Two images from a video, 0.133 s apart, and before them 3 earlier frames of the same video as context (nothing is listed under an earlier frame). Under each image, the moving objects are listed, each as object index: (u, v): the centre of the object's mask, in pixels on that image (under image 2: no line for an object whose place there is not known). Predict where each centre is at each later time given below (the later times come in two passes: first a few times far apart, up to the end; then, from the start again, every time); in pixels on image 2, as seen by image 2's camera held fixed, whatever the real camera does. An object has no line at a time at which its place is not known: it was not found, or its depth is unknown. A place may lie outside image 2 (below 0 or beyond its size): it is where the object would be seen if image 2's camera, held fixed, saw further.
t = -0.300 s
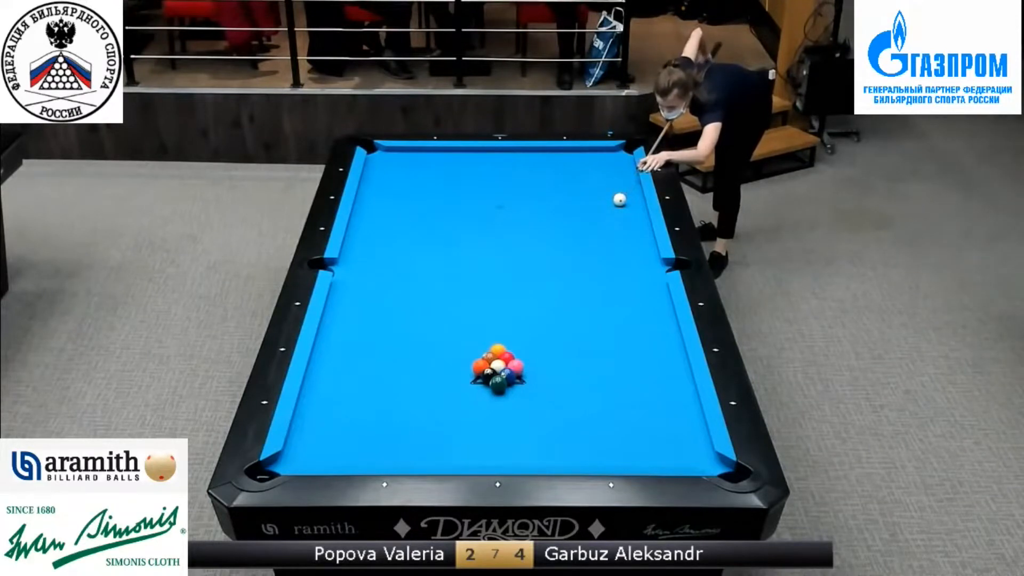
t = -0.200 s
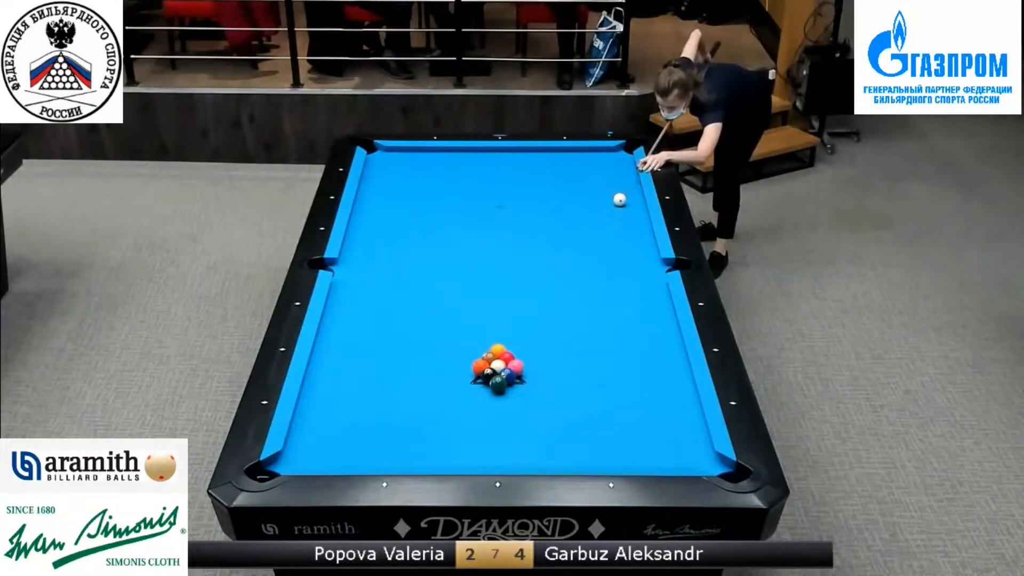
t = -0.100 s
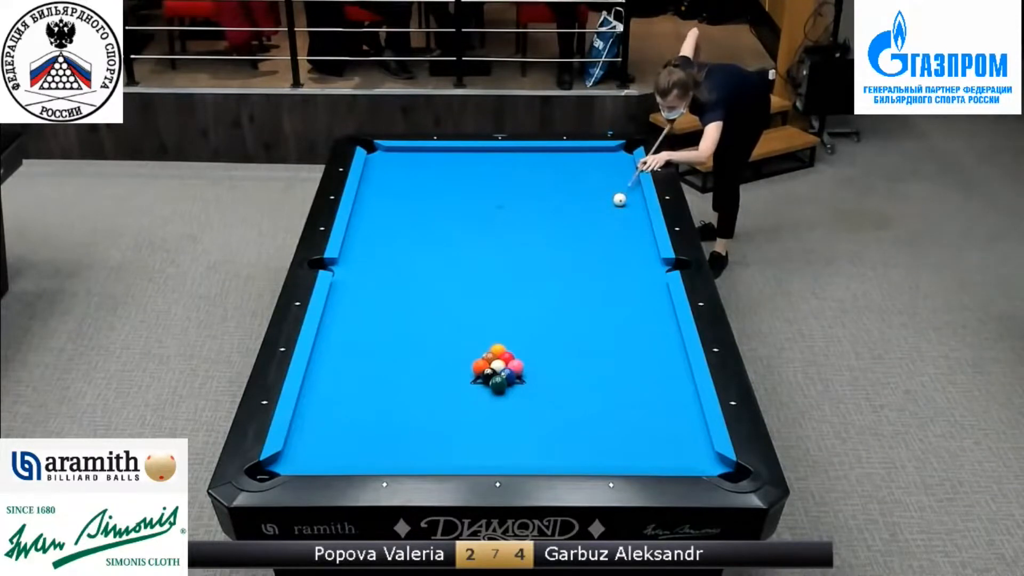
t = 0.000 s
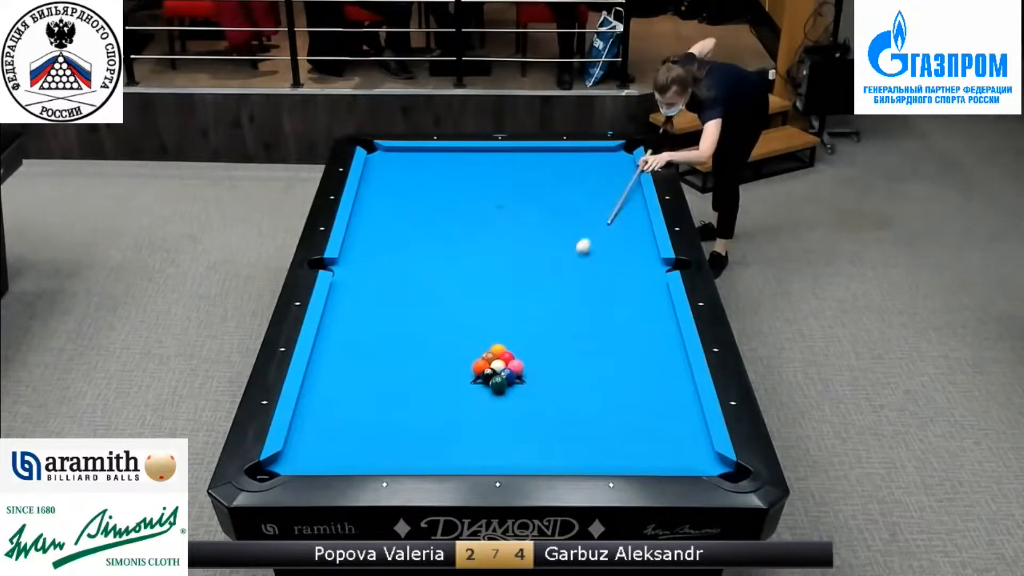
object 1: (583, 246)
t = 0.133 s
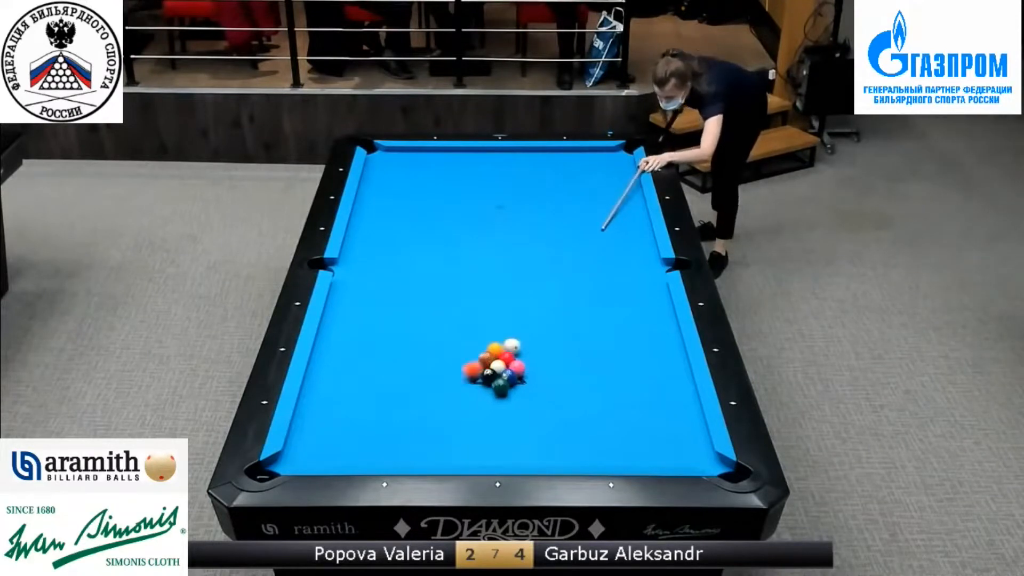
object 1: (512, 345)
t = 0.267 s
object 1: (564, 361)
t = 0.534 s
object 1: (653, 382)
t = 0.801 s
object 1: (658, 392)
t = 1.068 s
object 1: (618, 396)
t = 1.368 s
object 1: (574, 400)
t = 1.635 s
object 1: (537, 404)
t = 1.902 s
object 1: (501, 408)
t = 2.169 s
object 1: (467, 411)
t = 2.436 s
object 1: (434, 414)
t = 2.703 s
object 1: (403, 417)
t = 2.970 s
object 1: (374, 420)
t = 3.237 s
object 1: (346, 423)
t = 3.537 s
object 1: (317, 426)
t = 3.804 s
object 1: (299, 429)
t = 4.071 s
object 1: (311, 430)
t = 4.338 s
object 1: (321, 431)
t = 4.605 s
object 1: (330, 432)
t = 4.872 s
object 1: (336, 433)
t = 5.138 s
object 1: (341, 434)
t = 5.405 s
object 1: (344, 435)
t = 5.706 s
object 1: (345, 435)
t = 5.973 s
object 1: (345, 435)
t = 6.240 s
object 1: (345, 435)
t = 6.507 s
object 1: (345, 435)
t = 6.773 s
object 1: (345, 435)
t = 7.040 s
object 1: (345, 435)
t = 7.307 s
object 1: (345, 435)
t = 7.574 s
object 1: (345, 435)
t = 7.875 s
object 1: (345, 435)
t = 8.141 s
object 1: (345, 435)
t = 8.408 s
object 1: (345, 435)
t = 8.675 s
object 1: (345, 435)
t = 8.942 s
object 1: (345, 435)
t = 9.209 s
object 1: (345, 435)
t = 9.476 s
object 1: (345, 435)
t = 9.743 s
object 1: (345, 435)
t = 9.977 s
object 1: (345, 435)
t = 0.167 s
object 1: (525, 350)
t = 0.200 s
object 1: (539, 354)
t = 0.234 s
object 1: (552, 358)
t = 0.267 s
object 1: (564, 361)
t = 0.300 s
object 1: (576, 364)
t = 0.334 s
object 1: (588, 367)
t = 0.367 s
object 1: (598, 369)
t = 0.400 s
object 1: (609, 372)
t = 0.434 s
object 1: (620, 374)
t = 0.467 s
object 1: (631, 377)
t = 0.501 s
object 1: (642, 379)
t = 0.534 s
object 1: (653, 382)
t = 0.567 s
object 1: (664, 384)
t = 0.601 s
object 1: (675, 386)
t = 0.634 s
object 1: (687, 389)
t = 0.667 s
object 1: (683, 390)
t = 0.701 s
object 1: (676, 390)
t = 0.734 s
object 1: (669, 391)
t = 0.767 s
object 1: (664, 391)
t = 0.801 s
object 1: (658, 392)
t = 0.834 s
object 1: (653, 392)
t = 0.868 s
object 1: (648, 392)
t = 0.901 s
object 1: (643, 393)
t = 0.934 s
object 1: (638, 393)
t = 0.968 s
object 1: (633, 394)
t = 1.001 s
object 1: (628, 395)
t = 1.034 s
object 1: (623, 395)
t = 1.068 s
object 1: (618, 396)
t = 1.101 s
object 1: (613, 396)
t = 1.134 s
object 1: (608, 396)
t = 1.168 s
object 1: (603, 397)
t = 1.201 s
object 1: (598, 397)
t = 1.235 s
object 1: (593, 398)
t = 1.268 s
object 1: (589, 399)
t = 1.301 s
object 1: (584, 398)
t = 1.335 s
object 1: (579, 399)
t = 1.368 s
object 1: (574, 400)
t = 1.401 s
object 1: (569, 400)
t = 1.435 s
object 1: (565, 401)
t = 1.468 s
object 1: (560, 401)
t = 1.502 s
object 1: (555, 402)
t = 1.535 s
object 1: (551, 403)
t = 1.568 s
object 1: (546, 403)
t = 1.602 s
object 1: (542, 403)
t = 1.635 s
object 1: (537, 404)
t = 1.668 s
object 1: (532, 404)
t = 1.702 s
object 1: (528, 405)
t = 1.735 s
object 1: (523, 405)
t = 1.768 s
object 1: (519, 406)
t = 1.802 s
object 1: (514, 406)
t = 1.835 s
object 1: (510, 406)
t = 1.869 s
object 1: (506, 407)
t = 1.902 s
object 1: (501, 408)
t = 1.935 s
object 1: (497, 408)
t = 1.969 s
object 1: (493, 408)
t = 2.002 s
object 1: (488, 409)
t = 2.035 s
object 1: (484, 409)
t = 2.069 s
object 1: (480, 410)
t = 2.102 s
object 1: (475, 410)
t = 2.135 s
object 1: (471, 410)
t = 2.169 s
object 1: (467, 411)
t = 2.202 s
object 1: (463, 411)
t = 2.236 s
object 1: (458, 412)
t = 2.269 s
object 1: (455, 412)
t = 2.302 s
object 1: (451, 412)
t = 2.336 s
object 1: (446, 413)
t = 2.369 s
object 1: (442, 413)
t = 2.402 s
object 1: (438, 414)
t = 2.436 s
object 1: (434, 414)
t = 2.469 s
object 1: (430, 415)
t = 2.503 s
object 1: (427, 415)
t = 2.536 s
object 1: (423, 415)
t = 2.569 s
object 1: (419, 416)
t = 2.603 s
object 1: (415, 416)
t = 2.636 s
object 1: (411, 416)
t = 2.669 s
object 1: (407, 417)
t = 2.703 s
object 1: (403, 417)
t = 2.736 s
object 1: (399, 418)
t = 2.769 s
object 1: (396, 418)
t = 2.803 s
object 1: (392, 419)
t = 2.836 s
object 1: (388, 419)
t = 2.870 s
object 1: (385, 419)
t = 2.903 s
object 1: (381, 420)
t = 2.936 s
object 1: (378, 420)
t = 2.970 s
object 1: (374, 420)
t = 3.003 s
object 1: (371, 421)
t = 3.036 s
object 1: (367, 421)
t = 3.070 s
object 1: (364, 421)
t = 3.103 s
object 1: (360, 422)
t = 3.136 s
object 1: (357, 422)
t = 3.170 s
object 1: (353, 422)
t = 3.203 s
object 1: (350, 423)
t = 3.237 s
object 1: (346, 423)
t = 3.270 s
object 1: (343, 423)
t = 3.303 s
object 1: (340, 424)
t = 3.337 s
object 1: (337, 424)
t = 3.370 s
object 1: (333, 425)
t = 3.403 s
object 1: (330, 425)
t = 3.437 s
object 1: (327, 425)
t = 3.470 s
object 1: (324, 426)
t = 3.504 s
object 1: (321, 426)
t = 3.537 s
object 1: (317, 426)
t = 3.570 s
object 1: (314, 427)
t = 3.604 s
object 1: (312, 427)
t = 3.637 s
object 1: (308, 427)
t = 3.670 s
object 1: (306, 427)
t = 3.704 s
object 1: (303, 428)
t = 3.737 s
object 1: (299, 428)
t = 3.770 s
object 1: (297, 428)
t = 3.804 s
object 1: (299, 429)
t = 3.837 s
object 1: (300, 428)
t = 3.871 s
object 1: (302, 429)
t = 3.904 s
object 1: (303, 429)
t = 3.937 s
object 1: (305, 429)
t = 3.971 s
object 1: (307, 430)
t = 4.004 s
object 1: (308, 430)
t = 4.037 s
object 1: (309, 430)
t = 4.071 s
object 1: (311, 430)
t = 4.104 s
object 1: (312, 430)
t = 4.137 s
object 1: (314, 430)
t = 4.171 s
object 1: (315, 430)
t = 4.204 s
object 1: (316, 430)
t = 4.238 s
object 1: (318, 431)
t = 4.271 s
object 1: (319, 431)
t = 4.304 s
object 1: (320, 431)
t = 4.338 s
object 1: (321, 431)
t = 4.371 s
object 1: (323, 431)
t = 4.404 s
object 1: (324, 431)
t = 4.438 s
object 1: (325, 432)
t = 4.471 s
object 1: (326, 432)
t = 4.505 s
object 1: (327, 432)
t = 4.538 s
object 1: (328, 432)
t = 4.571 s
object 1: (329, 432)
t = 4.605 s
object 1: (330, 432)
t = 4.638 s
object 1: (331, 432)
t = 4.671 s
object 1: (332, 432)
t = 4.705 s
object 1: (332, 432)
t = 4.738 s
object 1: (333, 433)
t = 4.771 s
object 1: (334, 433)
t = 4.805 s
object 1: (335, 433)
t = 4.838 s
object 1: (336, 433)
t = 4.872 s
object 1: (336, 433)
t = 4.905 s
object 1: (337, 433)
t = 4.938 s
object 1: (338, 433)
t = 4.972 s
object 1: (338, 433)
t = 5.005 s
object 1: (339, 434)
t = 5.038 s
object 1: (340, 434)
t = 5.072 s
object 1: (340, 434)
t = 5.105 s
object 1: (341, 434)
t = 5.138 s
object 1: (341, 434)
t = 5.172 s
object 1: (342, 434)
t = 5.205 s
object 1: (342, 434)
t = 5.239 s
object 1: (343, 434)
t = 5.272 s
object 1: (343, 434)
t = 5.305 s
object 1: (343, 434)
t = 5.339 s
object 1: (343, 434)
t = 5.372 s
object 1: (344, 435)
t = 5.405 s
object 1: (344, 435)
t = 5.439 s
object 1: (344, 435)
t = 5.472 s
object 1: (344, 435)
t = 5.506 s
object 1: (345, 435)
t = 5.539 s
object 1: (345, 435)
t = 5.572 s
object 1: (345, 435)
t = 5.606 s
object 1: (345, 435)
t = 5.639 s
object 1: (345, 435)
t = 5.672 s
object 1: (345, 435)
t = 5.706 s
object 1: (345, 435)
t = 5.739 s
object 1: (345, 435)
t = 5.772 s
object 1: (345, 435)
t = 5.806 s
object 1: (345, 435)
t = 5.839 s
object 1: (345, 435)
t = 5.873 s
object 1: (345, 435)
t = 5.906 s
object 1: (345, 435)
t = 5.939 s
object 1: (345, 435)
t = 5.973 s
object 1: (345, 435)
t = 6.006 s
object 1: (345, 435)
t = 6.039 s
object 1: (345, 435)
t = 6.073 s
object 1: (345, 435)
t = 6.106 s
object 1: (345, 435)
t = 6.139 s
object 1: (345, 435)
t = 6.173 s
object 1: (345, 435)
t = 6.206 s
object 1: (345, 435)
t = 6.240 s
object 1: (345, 435)
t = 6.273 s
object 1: (345, 435)
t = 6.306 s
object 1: (345, 435)
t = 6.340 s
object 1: (345, 435)
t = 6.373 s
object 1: (345, 435)
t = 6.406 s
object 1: (345, 435)
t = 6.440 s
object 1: (345, 435)
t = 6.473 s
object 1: (345, 435)
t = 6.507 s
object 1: (345, 435)
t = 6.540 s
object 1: (345, 435)
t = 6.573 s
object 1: (345, 435)
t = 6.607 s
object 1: (345, 435)
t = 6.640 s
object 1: (345, 435)
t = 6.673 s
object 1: (345, 435)
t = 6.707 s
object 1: (345, 435)
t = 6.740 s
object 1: (345, 435)
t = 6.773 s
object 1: (345, 435)
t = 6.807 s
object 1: (345, 435)
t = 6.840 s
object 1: (345, 435)
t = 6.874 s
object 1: (345, 435)
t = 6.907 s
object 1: (345, 435)
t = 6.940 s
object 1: (345, 435)
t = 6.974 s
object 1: (345, 435)
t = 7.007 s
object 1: (345, 435)
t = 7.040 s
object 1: (345, 435)
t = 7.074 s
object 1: (345, 435)
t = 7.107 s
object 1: (345, 435)
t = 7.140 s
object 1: (345, 435)
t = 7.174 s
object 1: (345, 435)
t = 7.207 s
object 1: (345, 435)
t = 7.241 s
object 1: (345, 435)
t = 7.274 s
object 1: (345, 435)
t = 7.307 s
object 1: (345, 435)
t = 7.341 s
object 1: (345, 435)
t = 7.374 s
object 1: (345, 435)
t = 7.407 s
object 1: (345, 435)
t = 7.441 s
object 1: (345, 435)
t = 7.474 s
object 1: (345, 435)
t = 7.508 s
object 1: (345, 435)
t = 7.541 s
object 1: (345, 435)
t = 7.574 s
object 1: (345, 435)
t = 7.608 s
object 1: (345, 435)
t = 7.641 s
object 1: (345, 435)
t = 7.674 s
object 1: (345, 435)
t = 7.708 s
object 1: (345, 435)
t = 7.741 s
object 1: (345, 435)
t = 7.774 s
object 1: (345, 435)
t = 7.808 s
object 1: (345, 435)
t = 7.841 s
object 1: (345, 435)
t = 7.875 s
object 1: (345, 435)
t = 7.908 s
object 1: (345, 435)
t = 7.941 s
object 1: (345, 435)
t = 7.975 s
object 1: (345, 435)
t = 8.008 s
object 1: (345, 435)
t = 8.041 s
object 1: (345, 435)
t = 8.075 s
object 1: (345, 435)
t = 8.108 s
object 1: (345, 435)
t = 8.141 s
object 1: (345, 435)
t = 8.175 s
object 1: (345, 435)
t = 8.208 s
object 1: (345, 435)
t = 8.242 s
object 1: (345, 435)
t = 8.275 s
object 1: (345, 435)
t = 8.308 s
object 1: (345, 435)
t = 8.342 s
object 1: (345, 435)
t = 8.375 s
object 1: (345, 435)
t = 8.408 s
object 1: (345, 435)
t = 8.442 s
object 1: (345, 435)
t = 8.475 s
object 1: (345, 435)
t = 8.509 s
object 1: (345, 435)
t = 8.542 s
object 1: (345, 435)
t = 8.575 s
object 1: (345, 435)
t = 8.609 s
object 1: (345, 435)
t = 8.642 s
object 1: (345, 435)
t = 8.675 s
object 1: (345, 435)
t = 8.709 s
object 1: (345, 435)
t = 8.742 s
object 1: (345, 435)
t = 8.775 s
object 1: (345, 435)
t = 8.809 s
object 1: (345, 435)
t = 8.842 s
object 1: (345, 435)
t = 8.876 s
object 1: (345, 435)
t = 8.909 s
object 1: (345, 435)
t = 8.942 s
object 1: (345, 435)
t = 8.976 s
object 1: (345, 435)
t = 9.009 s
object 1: (345, 435)
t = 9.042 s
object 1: (345, 435)
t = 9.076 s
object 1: (345, 435)
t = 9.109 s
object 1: (345, 435)
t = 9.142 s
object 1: (345, 435)
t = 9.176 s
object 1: (345, 435)
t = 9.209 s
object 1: (345, 435)
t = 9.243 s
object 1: (345, 435)
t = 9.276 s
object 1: (345, 435)
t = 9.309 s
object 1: (345, 435)
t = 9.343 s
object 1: (345, 435)
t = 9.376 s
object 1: (345, 435)
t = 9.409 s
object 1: (345, 435)
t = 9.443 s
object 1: (345, 435)
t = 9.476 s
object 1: (345, 435)
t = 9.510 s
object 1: (345, 435)
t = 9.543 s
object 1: (345, 435)
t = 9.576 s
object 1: (345, 435)
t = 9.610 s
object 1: (345, 435)
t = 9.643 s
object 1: (345, 435)
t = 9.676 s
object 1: (345, 435)
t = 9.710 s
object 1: (345, 435)
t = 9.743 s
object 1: (345, 435)
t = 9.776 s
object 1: (345, 435)
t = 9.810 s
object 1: (345, 435)
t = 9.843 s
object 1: (345, 435)
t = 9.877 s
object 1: (345, 435)
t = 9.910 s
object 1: (345, 435)
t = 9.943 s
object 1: (345, 435)
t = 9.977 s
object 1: (345, 435)
